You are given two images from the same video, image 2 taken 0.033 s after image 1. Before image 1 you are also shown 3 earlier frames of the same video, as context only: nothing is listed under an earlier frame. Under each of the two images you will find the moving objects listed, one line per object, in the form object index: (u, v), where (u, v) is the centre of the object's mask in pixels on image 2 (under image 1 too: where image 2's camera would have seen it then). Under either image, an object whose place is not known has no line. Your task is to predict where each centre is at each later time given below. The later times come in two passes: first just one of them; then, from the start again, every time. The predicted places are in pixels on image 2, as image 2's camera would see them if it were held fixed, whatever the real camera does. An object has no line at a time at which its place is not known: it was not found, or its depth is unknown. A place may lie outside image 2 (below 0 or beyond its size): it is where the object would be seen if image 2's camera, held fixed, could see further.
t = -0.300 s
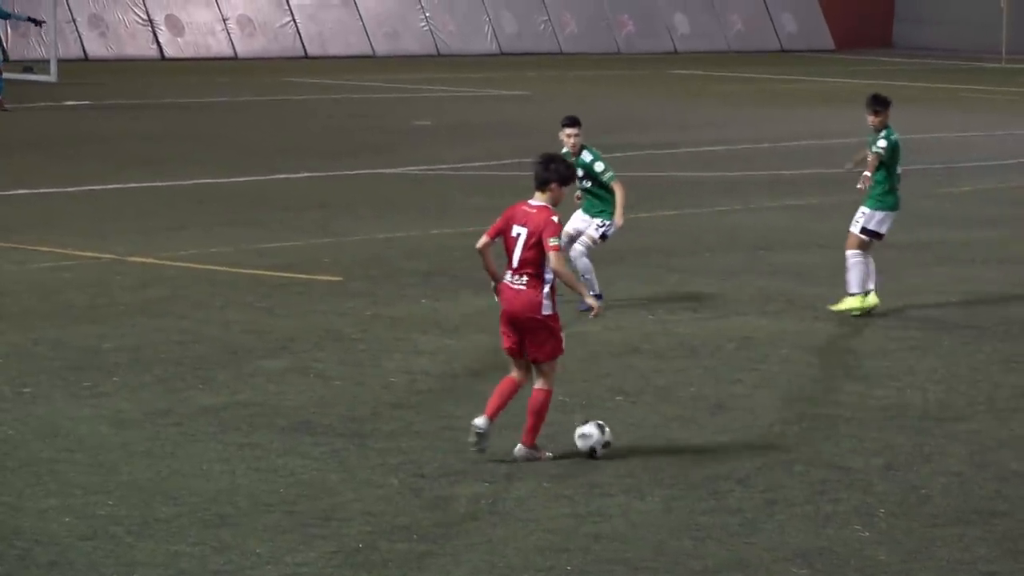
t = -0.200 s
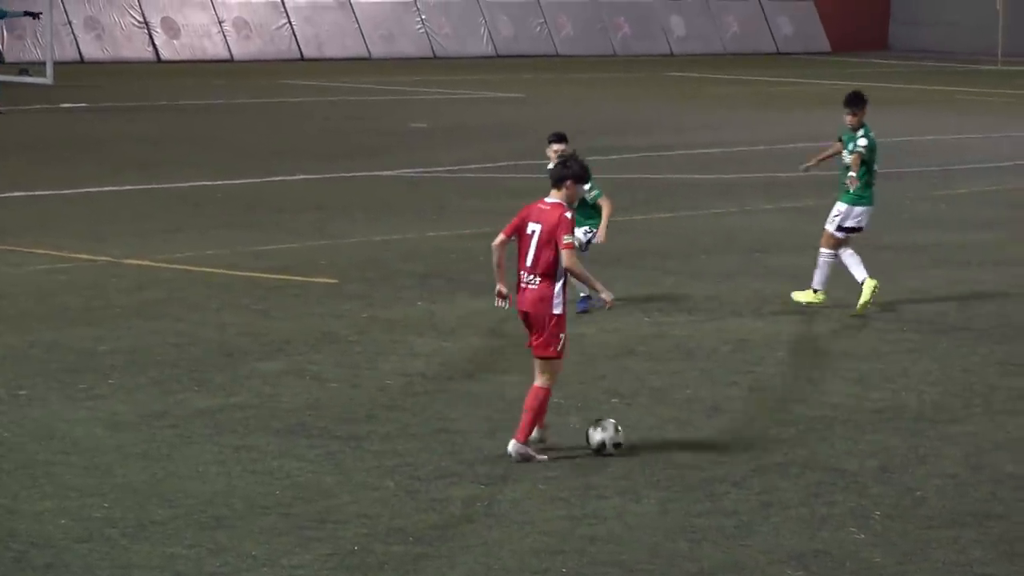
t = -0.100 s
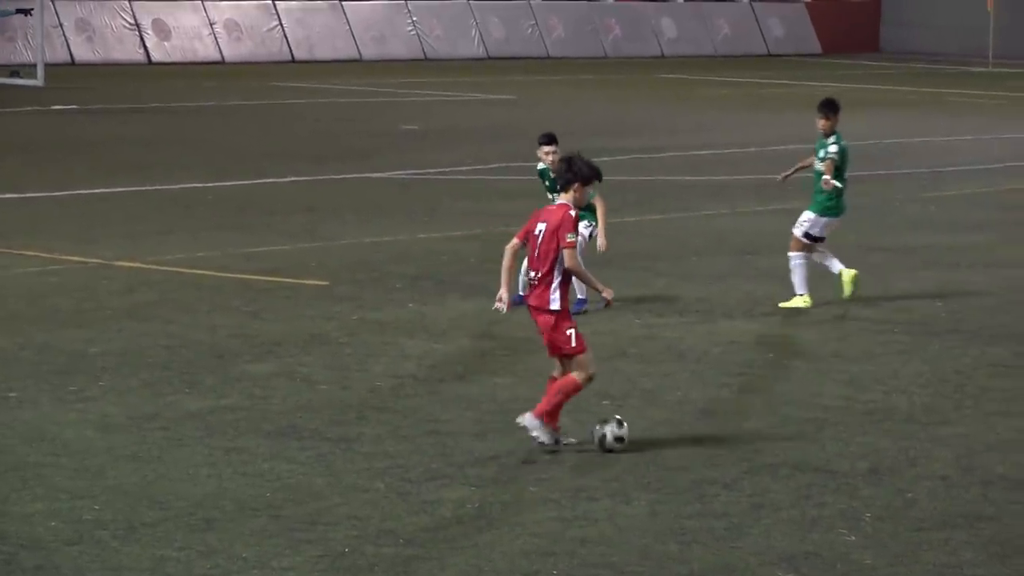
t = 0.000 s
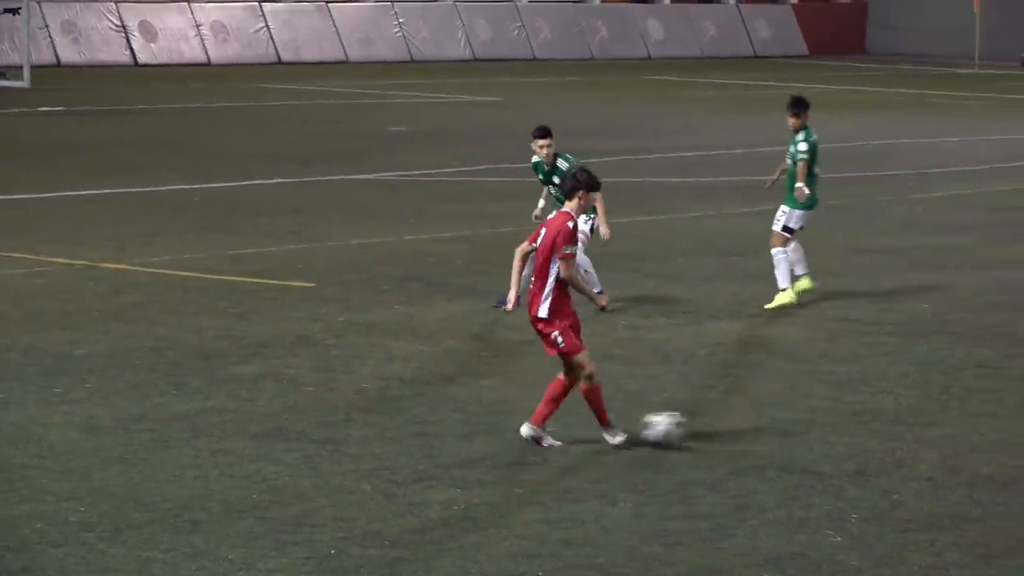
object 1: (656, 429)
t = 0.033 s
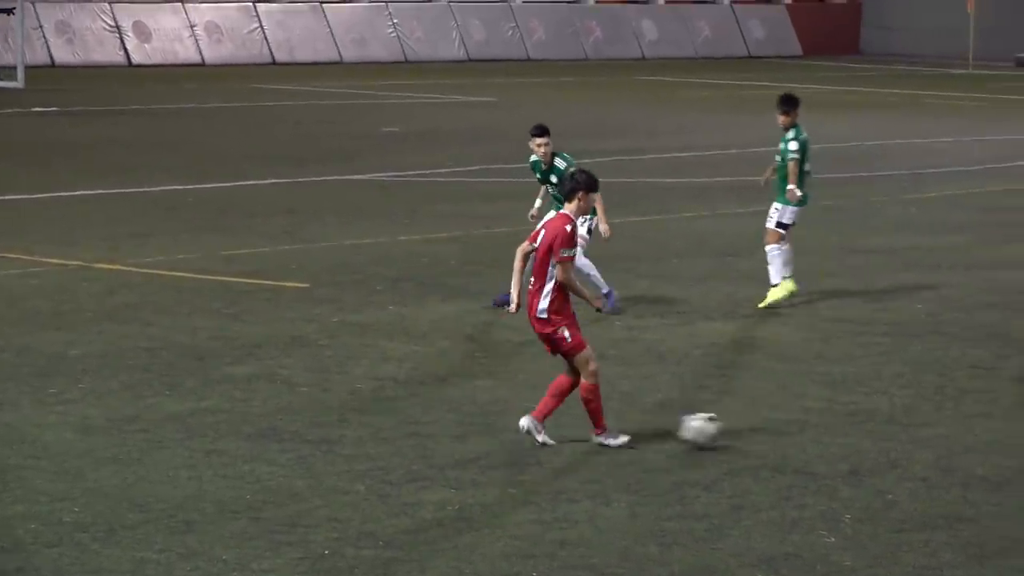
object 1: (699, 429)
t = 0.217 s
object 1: (906, 426)
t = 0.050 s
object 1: (721, 429)
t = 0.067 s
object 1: (740, 427)
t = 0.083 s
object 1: (759, 426)
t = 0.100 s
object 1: (779, 426)
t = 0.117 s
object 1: (800, 428)
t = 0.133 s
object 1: (818, 428)
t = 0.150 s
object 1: (836, 427)
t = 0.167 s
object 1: (853, 427)
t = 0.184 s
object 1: (871, 426)
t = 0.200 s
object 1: (889, 426)
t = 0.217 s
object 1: (906, 426)
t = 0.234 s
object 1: (923, 426)
